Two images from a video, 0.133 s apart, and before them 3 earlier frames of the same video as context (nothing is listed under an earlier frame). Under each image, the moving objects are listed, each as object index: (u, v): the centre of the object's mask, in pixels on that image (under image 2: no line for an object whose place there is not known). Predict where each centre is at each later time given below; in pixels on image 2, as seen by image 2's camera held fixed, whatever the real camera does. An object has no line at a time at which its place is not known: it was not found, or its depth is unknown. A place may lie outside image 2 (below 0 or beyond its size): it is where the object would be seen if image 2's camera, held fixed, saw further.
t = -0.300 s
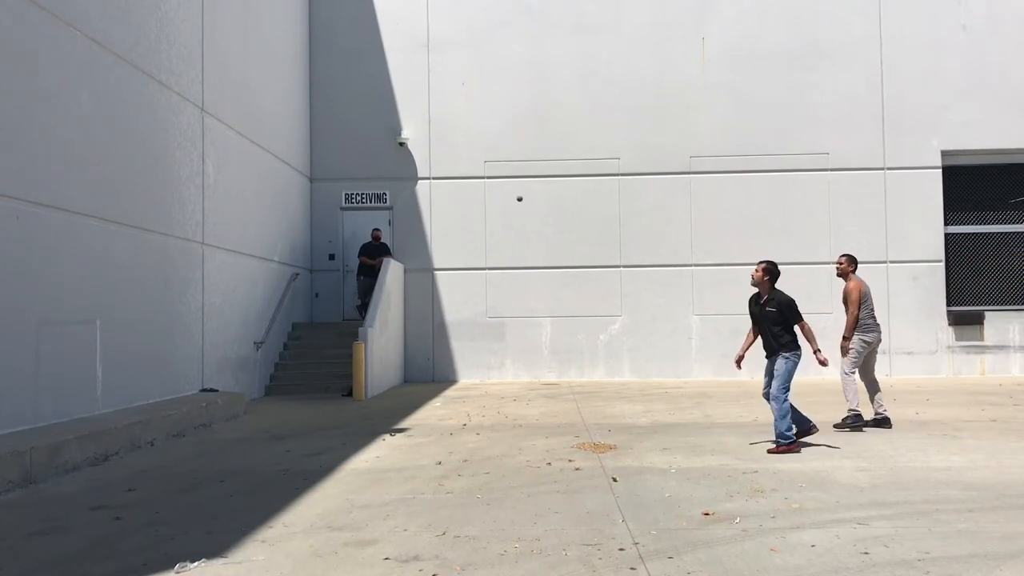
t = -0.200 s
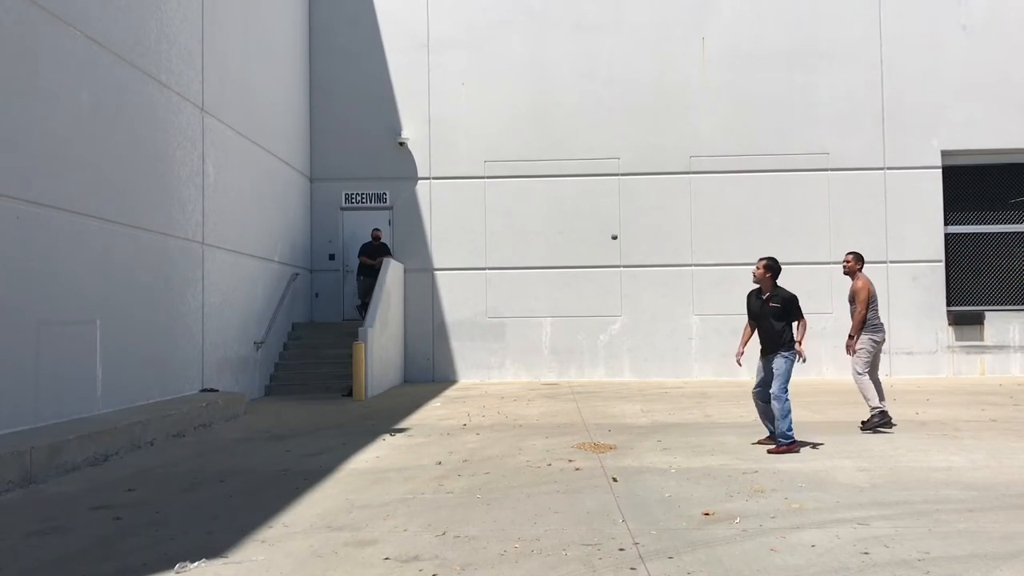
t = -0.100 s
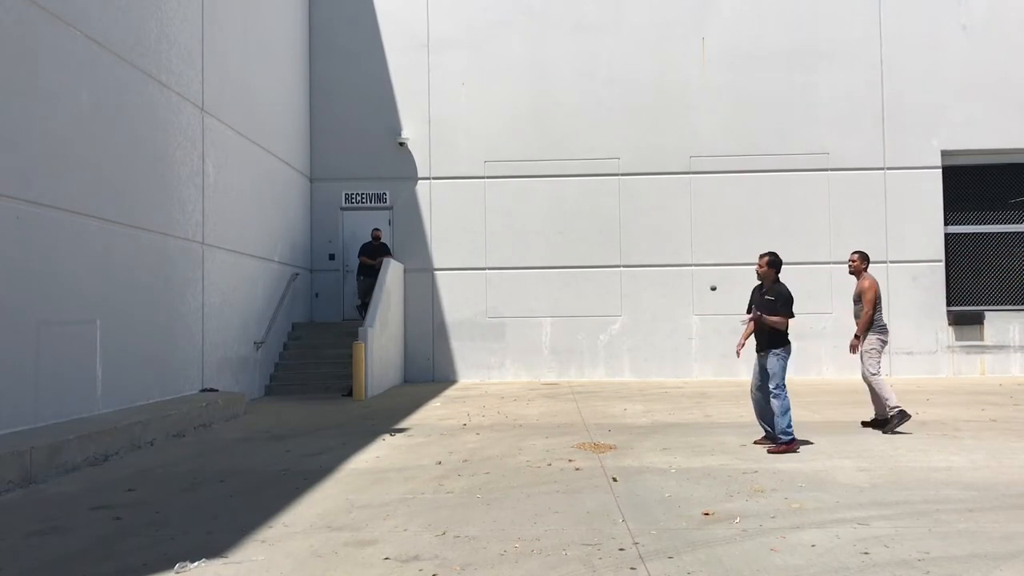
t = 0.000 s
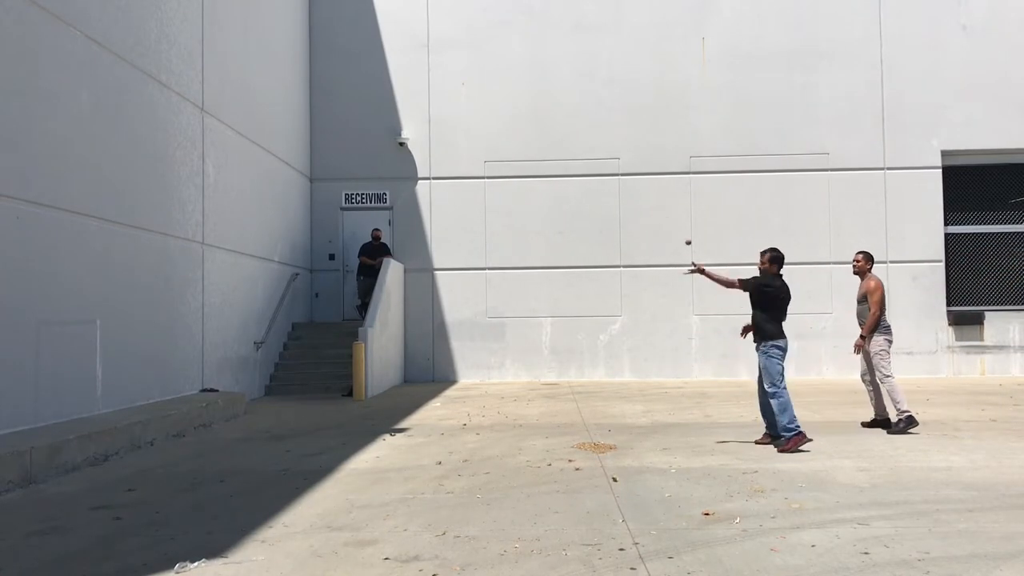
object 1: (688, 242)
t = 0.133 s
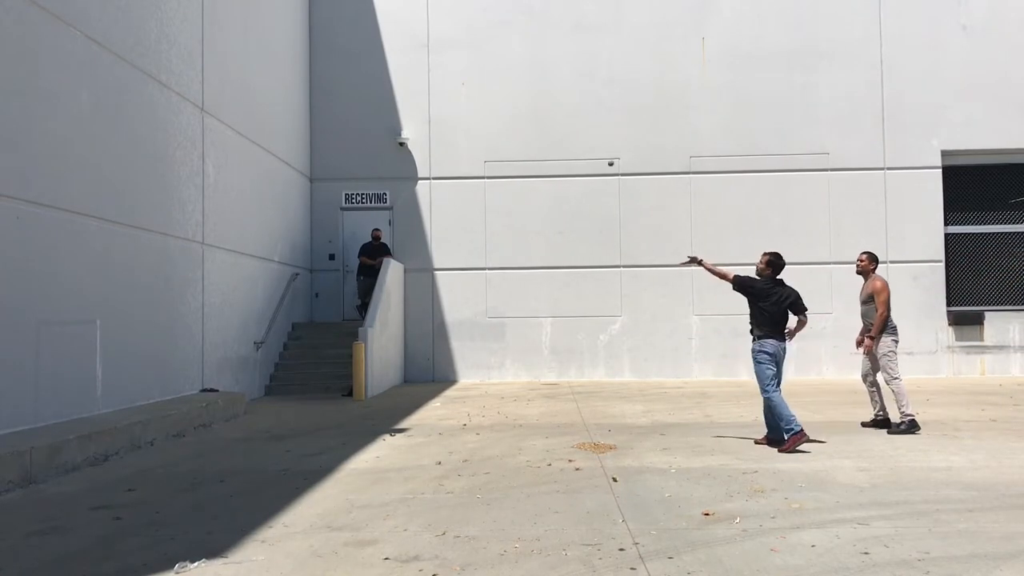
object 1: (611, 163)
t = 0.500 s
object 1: (430, 60)
